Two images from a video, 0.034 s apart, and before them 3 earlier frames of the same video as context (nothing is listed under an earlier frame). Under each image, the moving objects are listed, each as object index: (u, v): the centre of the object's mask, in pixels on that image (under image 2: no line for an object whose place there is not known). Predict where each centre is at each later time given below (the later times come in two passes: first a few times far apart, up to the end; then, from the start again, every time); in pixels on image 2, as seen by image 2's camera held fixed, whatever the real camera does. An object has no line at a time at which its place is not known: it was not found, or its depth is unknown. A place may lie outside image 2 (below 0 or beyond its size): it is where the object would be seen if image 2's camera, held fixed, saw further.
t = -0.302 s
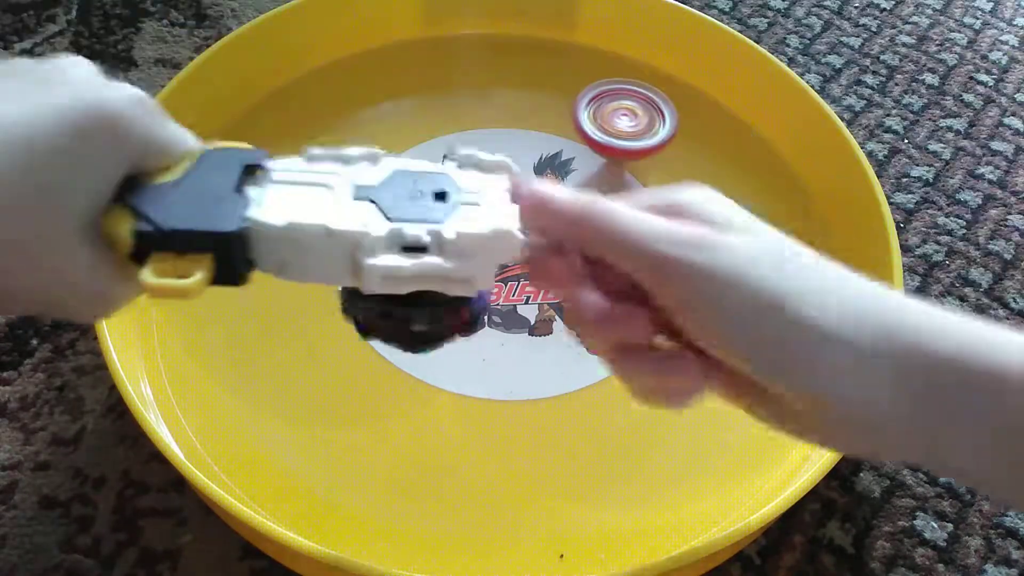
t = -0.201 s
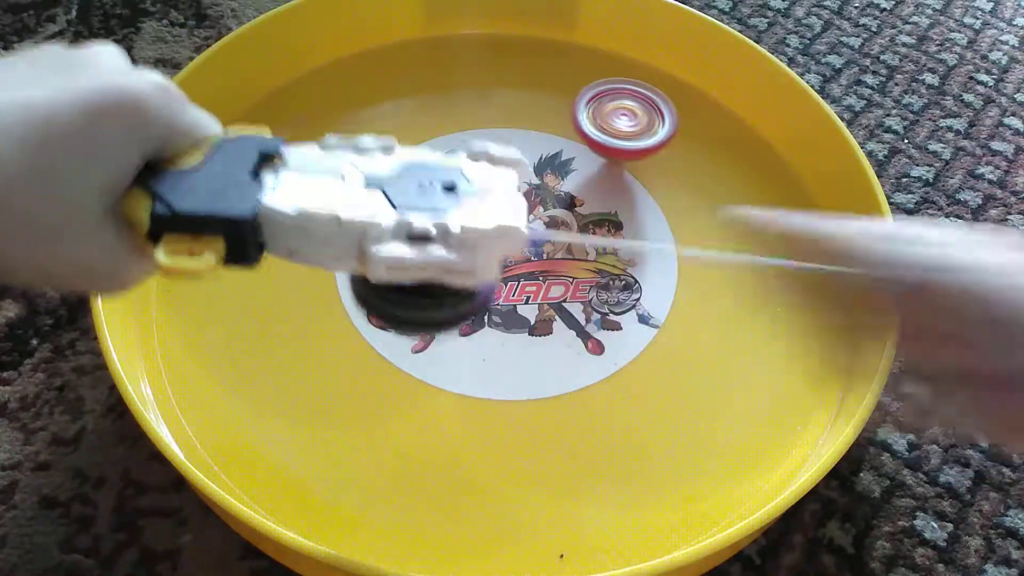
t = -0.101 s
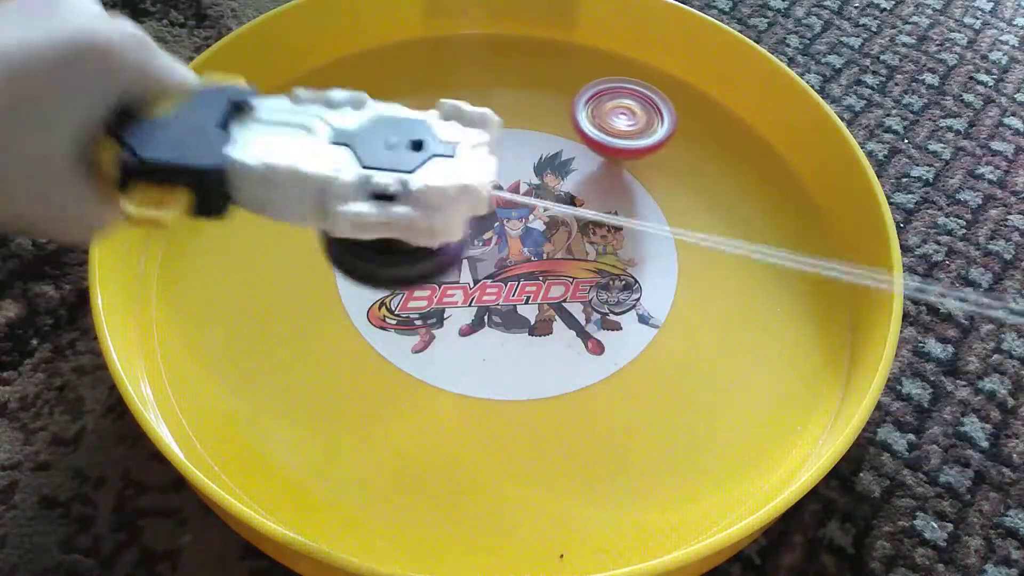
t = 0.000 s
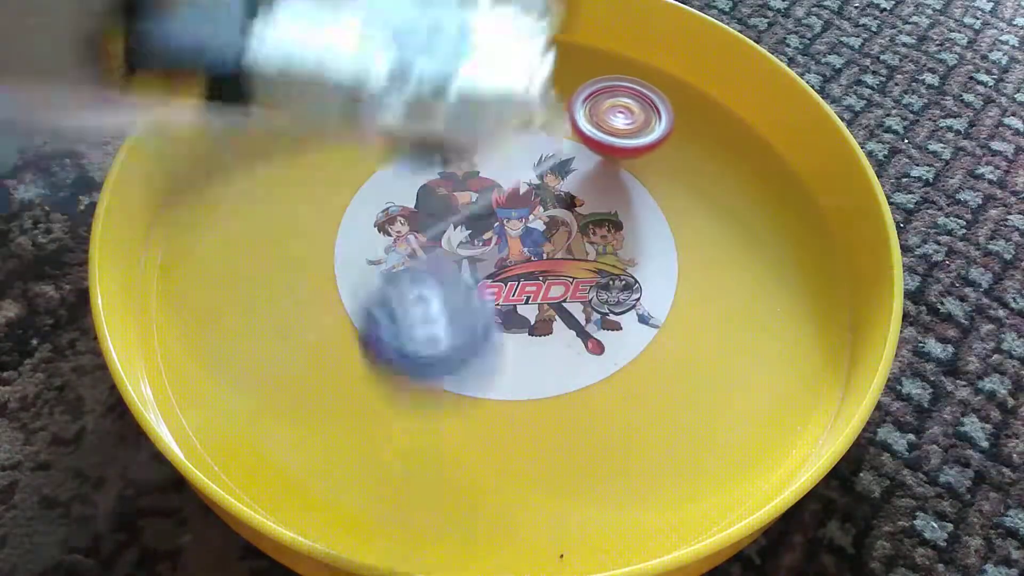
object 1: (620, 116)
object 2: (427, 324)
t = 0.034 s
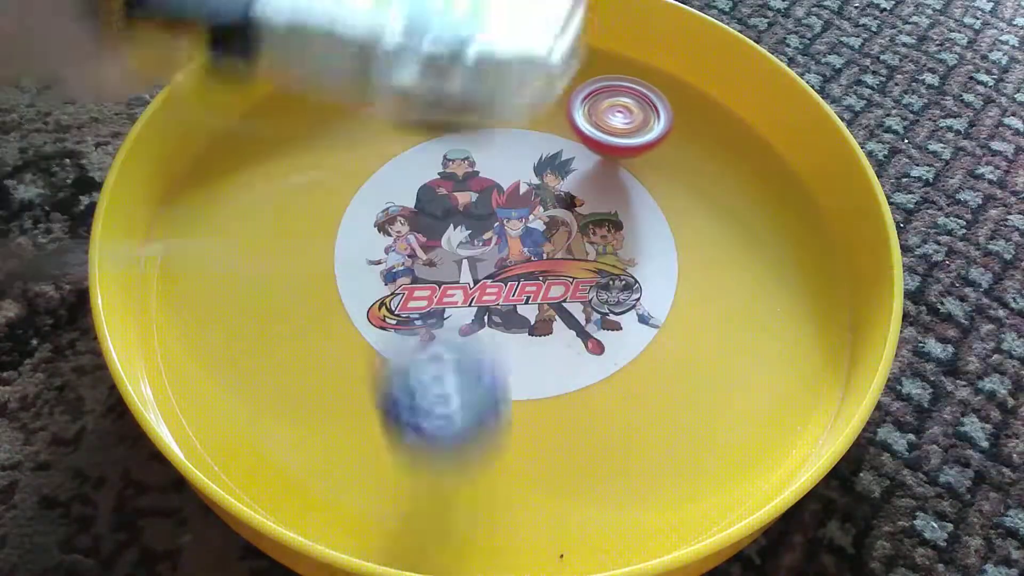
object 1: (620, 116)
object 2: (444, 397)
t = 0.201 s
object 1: (621, 116)
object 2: (470, 463)
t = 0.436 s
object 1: (624, 119)
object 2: (455, 448)
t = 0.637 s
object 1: (624, 119)
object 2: (444, 433)
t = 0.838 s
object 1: (624, 119)
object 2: (435, 417)
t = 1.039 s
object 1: (628, 122)
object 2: (431, 403)
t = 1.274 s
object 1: (636, 128)
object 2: (428, 387)
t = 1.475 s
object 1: (645, 135)
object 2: (425, 373)
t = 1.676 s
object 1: (656, 145)
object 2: (422, 359)
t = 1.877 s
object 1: (667, 158)
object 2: (398, 348)
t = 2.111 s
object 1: (679, 176)
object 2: (388, 348)
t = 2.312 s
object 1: (687, 194)
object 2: (381, 350)
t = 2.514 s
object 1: (693, 214)
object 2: (377, 354)
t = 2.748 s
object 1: (695, 240)
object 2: (376, 361)
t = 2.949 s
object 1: (691, 264)
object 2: (379, 368)
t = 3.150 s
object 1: (681, 287)
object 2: (385, 375)
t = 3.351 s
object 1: (672, 307)
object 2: (393, 383)
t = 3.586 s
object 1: (652, 325)
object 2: (404, 393)
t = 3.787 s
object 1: (629, 340)
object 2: (415, 403)
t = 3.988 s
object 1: (604, 354)
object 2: (427, 411)
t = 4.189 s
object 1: (577, 362)
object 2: (439, 418)
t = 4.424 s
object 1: (564, 366)
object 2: (429, 431)
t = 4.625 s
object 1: (550, 368)
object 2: (408, 439)
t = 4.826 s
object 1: (543, 369)
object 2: (381, 446)
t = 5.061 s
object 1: (546, 369)
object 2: (346, 459)
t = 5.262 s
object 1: (548, 369)
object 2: (326, 454)
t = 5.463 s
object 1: (550, 369)
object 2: (378, 362)
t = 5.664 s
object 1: (552, 369)
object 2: (415, 286)
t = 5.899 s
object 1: (551, 369)
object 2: (439, 208)
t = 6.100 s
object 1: (552, 369)
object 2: (441, 156)
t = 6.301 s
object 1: (551, 369)
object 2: (429, 120)
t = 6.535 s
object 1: (549, 369)
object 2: (414, 97)
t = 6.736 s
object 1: (549, 369)
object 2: (403, 88)
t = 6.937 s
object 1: (548, 369)
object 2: (395, 84)
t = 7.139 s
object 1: (548, 369)
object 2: (389, 84)
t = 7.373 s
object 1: (547, 369)
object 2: (378, 89)
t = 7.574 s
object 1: (547, 369)
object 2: (368, 98)
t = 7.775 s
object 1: (547, 369)
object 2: (354, 113)
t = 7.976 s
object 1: (546, 369)
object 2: (337, 140)
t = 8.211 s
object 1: (545, 368)
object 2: (329, 190)
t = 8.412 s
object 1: (544, 369)
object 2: (332, 239)
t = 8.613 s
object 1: (544, 369)
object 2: (346, 298)
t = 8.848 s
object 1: (541, 369)
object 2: (376, 378)
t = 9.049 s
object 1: (539, 369)
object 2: (417, 453)
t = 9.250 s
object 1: (536, 369)
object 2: (475, 504)
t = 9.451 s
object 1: (554, 345)
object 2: (512, 496)
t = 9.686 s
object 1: (578, 319)
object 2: (544, 511)
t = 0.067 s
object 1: (618, 114)
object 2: (451, 429)
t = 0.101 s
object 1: (616, 114)
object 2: (456, 430)
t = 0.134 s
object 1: (617, 115)
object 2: (461, 442)
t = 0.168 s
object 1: (619, 115)
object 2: (467, 463)
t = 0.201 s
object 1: (621, 116)
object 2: (470, 463)
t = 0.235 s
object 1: (621, 117)
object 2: (469, 463)
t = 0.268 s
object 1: (622, 117)
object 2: (466, 461)
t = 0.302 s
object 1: (623, 118)
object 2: (464, 459)
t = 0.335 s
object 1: (623, 118)
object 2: (462, 456)
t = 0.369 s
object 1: (624, 118)
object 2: (459, 453)
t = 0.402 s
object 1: (624, 119)
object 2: (457, 451)
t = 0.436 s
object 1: (624, 119)
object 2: (455, 448)
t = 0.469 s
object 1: (624, 119)
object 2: (452, 446)
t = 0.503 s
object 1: (624, 119)
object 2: (450, 443)
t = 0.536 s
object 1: (624, 119)
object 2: (449, 440)
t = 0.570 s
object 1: (624, 119)
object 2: (447, 437)
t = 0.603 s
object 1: (623, 119)
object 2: (445, 435)
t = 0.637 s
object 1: (624, 119)
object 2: (444, 433)
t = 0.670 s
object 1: (623, 119)
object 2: (442, 430)
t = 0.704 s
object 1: (623, 119)
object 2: (440, 428)
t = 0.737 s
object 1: (623, 119)
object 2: (440, 426)
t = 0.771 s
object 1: (623, 119)
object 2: (439, 423)
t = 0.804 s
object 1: (624, 119)
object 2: (438, 421)
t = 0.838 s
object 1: (624, 119)
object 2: (435, 417)
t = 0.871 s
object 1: (625, 120)
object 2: (434, 413)
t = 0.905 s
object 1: (625, 120)
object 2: (433, 411)
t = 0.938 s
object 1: (626, 120)
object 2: (432, 410)
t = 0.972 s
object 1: (627, 121)
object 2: (432, 407)
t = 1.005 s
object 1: (627, 122)
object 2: (431, 405)
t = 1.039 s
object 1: (628, 122)
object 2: (431, 403)
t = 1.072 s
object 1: (629, 123)
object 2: (431, 400)
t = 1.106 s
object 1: (630, 123)
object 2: (430, 398)
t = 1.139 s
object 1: (631, 124)
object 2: (429, 396)
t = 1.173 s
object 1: (632, 125)
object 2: (429, 394)
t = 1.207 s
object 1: (633, 126)
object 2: (429, 392)
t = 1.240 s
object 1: (634, 127)
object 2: (428, 390)
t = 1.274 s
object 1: (636, 128)
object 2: (428, 387)
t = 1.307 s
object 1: (637, 129)
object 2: (427, 385)
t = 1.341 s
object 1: (639, 130)
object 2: (427, 382)
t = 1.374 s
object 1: (640, 131)
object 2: (426, 380)
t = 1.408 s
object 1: (642, 133)
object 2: (426, 377)
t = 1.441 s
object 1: (644, 134)
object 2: (425, 375)
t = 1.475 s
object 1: (645, 135)
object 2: (425, 373)
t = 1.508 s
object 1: (647, 136)
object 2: (425, 370)
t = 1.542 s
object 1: (649, 138)
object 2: (424, 368)
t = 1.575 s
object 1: (651, 140)
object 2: (424, 366)
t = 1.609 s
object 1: (652, 141)
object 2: (423, 363)
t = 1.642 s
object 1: (654, 143)
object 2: (423, 362)
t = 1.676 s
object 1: (656, 145)
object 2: (422, 359)
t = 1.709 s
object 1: (658, 146)
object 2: (421, 357)
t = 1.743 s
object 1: (659, 149)
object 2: (419, 355)
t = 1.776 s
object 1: (661, 151)
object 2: (413, 353)
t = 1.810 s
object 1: (663, 153)
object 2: (404, 349)
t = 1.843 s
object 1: (665, 155)
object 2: (400, 347)
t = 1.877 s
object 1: (667, 158)
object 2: (398, 348)
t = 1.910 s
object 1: (669, 160)
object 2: (396, 347)
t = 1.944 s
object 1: (671, 163)
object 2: (395, 347)
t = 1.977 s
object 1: (673, 165)
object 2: (393, 347)
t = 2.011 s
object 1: (675, 168)
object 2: (392, 347)
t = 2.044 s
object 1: (676, 171)
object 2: (390, 347)
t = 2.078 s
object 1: (678, 174)
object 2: (389, 348)
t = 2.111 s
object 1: (679, 176)
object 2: (388, 348)
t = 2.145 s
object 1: (681, 179)
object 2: (387, 348)
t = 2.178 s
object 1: (682, 182)
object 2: (386, 348)
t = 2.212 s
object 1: (684, 185)
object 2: (384, 349)
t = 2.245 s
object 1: (685, 188)
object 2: (383, 349)
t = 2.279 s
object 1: (687, 191)
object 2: (382, 350)
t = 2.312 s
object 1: (687, 194)
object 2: (381, 350)
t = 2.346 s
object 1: (689, 197)
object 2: (380, 351)
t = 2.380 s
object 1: (690, 201)
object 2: (379, 351)
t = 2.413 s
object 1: (691, 204)
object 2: (378, 352)
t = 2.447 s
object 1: (692, 207)
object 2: (378, 353)
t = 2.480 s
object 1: (692, 211)
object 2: (377, 354)
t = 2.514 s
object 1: (693, 214)
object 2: (377, 354)
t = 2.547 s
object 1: (693, 218)
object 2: (376, 355)
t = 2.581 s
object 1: (694, 221)
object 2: (376, 357)
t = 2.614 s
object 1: (694, 225)
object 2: (376, 357)
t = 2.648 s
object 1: (695, 229)
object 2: (376, 358)
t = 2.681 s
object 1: (695, 232)
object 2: (376, 359)
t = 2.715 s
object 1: (694, 236)
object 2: (376, 361)
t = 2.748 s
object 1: (695, 240)
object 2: (376, 361)
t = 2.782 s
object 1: (694, 244)
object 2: (377, 362)
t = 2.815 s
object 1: (694, 247)
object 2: (377, 363)
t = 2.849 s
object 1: (693, 251)
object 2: (377, 365)
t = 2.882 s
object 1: (692, 255)
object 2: (378, 366)
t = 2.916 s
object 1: (692, 260)
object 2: (378, 367)
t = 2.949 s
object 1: (691, 264)
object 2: (379, 368)
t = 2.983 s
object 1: (689, 268)
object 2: (379, 369)
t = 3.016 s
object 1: (688, 271)
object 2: (380, 370)
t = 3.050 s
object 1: (685, 275)
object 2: (381, 371)
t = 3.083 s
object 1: (684, 279)
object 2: (382, 372)
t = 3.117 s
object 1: (683, 284)
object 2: (383, 373)
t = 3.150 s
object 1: (681, 287)
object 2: (385, 375)
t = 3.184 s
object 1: (680, 291)
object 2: (387, 377)
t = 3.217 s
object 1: (678, 295)
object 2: (387, 379)
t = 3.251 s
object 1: (677, 298)
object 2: (389, 380)
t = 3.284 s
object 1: (676, 301)
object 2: (390, 381)
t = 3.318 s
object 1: (674, 304)
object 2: (392, 382)
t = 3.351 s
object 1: (672, 307)
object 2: (393, 383)
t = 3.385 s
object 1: (671, 310)
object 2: (395, 385)
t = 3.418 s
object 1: (668, 312)
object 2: (396, 387)
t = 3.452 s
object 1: (666, 315)
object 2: (397, 388)
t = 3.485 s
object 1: (663, 318)
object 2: (399, 389)
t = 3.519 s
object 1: (659, 320)
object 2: (401, 390)
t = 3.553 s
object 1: (656, 323)
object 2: (403, 391)
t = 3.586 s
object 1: (652, 325)
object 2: (404, 393)
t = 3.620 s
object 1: (649, 328)
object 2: (406, 395)
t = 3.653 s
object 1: (645, 330)
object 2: (408, 396)
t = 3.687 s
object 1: (641, 332)
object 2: (410, 398)
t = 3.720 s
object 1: (637, 335)
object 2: (411, 400)
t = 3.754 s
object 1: (633, 337)
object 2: (413, 401)
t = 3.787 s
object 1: (629, 340)
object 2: (415, 403)
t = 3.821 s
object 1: (624, 343)
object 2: (417, 404)
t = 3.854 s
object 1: (620, 346)
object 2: (419, 406)
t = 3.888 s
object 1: (616, 349)
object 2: (420, 407)
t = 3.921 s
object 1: (612, 351)
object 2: (422, 408)
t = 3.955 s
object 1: (608, 353)
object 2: (424, 410)
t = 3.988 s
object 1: (604, 354)
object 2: (427, 411)
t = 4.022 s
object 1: (598, 356)
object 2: (429, 412)
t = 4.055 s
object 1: (594, 357)
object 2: (432, 414)
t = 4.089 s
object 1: (589, 358)
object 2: (434, 416)
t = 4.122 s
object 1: (585, 359)
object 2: (435, 417)
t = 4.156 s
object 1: (581, 360)
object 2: (436, 418)
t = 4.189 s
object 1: (577, 362)
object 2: (439, 418)
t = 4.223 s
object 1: (572, 364)
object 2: (443, 419)
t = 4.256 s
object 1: (570, 364)
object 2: (443, 421)
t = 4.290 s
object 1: (569, 365)
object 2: (440, 424)
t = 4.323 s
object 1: (568, 366)
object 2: (438, 426)
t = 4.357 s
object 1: (566, 366)
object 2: (435, 427)
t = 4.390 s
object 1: (565, 366)
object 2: (432, 429)
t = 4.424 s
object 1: (564, 366)
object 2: (429, 431)
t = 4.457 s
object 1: (562, 366)
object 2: (426, 432)
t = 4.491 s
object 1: (559, 367)
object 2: (422, 433)
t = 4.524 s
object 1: (557, 368)
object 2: (419, 435)
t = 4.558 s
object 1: (555, 368)
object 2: (415, 436)
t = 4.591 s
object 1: (552, 368)
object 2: (412, 437)
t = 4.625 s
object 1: (550, 368)
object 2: (408, 439)
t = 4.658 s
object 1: (549, 369)
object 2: (403, 440)
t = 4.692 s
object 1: (547, 369)
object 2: (399, 441)
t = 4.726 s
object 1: (545, 369)
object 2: (395, 442)
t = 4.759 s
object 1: (544, 369)
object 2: (391, 443)
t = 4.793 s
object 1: (543, 369)
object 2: (386, 445)
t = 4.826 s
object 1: (543, 369)
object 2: (381, 446)
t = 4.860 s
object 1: (543, 370)
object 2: (377, 448)
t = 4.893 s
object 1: (543, 369)
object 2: (372, 450)
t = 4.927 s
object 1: (544, 369)
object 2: (367, 451)
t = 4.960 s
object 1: (545, 369)
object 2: (361, 453)
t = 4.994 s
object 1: (545, 369)
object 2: (356, 455)
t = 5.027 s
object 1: (545, 369)
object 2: (351, 457)
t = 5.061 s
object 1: (546, 369)
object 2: (346, 459)
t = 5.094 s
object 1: (547, 369)
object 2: (340, 461)
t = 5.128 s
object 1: (547, 369)
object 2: (334, 463)
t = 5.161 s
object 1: (547, 369)
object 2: (329, 466)
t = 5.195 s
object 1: (547, 369)
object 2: (323, 468)
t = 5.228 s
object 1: (548, 369)
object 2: (318, 470)
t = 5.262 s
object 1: (548, 369)
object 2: (326, 454)
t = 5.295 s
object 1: (549, 369)
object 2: (337, 436)
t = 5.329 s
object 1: (549, 369)
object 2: (346, 420)
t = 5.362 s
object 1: (549, 369)
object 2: (354, 404)
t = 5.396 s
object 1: (550, 369)
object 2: (362, 389)
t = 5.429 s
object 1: (550, 369)
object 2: (370, 376)
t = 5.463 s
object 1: (550, 369)
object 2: (378, 362)
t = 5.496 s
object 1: (551, 369)
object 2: (385, 349)
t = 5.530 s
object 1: (551, 369)
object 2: (391, 336)
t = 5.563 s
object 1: (551, 369)
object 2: (398, 323)
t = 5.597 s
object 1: (551, 369)
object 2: (404, 311)
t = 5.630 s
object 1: (552, 369)
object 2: (410, 298)
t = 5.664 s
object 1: (552, 369)
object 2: (415, 286)
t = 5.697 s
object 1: (551, 369)
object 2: (421, 274)
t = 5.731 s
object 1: (552, 369)
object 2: (424, 262)
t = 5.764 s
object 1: (551, 369)
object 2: (428, 251)
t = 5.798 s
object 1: (552, 369)
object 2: (431, 240)
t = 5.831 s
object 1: (551, 369)
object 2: (434, 230)
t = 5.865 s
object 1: (551, 369)
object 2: (436, 218)
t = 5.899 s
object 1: (551, 369)
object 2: (439, 208)
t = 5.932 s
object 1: (551, 369)
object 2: (440, 199)
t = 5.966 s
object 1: (552, 369)
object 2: (441, 189)
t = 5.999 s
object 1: (551, 369)
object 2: (442, 180)
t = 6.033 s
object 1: (552, 368)
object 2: (443, 172)
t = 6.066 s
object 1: (551, 369)
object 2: (443, 163)
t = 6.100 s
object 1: (552, 369)
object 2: (441, 156)
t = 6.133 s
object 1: (552, 369)
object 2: (440, 148)
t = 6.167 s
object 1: (551, 369)
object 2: (438, 142)
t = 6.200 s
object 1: (551, 369)
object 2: (436, 135)
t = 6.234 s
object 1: (551, 368)
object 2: (434, 130)
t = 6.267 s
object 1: (551, 369)
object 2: (432, 125)
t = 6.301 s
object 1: (551, 369)
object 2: (429, 120)
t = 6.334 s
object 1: (550, 369)
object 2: (427, 116)
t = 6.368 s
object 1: (550, 369)
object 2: (425, 112)
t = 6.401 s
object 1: (550, 369)
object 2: (423, 109)
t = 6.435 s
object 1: (550, 369)
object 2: (420, 106)
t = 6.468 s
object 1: (550, 369)
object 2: (419, 103)
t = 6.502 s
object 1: (549, 369)
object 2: (417, 100)
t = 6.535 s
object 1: (549, 369)
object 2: (414, 97)
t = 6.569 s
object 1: (549, 369)
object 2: (413, 95)
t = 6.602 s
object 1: (549, 369)
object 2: (411, 94)
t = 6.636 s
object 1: (549, 369)
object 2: (408, 91)
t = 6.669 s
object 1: (548, 369)
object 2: (406, 90)
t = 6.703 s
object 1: (548, 368)
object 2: (405, 89)
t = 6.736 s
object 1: (549, 369)
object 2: (403, 88)
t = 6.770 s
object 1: (549, 369)
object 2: (401, 87)
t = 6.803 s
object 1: (548, 369)
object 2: (400, 87)
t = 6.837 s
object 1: (548, 368)
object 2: (398, 87)
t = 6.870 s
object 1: (548, 368)
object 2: (397, 86)
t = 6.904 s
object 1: (549, 369)
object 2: (396, 85)
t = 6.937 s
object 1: (548, 369)
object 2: (395, 84)
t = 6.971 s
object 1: (548, 369)
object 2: (393, 84)
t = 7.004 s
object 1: (548, 369)
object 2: (392, 84)
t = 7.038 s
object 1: (548, 368)
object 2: (392, 84)
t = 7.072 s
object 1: (548, 368)
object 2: (390, 84)
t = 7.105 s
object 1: (548, 369)
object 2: (389, 84)
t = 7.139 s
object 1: (548, 369)
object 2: (389, 84)
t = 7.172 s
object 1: (548, 369)
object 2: (387, 85)
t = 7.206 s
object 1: (548, 369)
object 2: (386, 85)
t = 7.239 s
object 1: (547, 368)
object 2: (384, 85)
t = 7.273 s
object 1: (547, 368)
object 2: (383, 86)
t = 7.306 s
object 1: (547, 369)
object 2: (381, 87)
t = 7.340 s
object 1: (547, 369)
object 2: (379, 88)
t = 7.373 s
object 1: (547, 369)
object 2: (378, 89)
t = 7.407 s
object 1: (547, 369)
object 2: (377, 90)
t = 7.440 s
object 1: (547, 369)
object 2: (375, 91)
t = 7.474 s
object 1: (547, 369)
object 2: (374, 93)
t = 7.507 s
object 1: (547, 369)
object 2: (372, 94)
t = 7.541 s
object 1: (547, 369)
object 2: (371, 96)
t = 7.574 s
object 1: (547, 369)
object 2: (368, 98)
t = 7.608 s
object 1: (547, 369)
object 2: (367, 100)
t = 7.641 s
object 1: (547, 369)
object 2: (364, 102)
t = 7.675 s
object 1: (547, 369)
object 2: (362, 104)
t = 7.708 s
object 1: (547, 369)
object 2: (360, 107)
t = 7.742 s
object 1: (547, 369)
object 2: (357, 110)
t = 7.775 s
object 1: (547, 369)
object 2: (354, 113)
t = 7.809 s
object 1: (547, 369)
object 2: (352, 116)
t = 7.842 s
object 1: (547, 369)
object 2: (349, 120)
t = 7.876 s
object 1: (547, 369)
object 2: (345, 124)
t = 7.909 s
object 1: (547, 369)
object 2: (342, 129)
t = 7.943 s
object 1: (546, 368)
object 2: (339, 134)
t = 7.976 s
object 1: (546, 369)
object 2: (337, 140)
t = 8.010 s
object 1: (546, 368)
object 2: (334, 146)
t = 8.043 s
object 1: (546, 368)
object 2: (332, 153)
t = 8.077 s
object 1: (546, 368)
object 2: (331, 160)
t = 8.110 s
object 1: (546, 368)
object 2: (330, 167)
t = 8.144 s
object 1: (546, 368)
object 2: (329, 175)
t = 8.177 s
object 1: (546, 368)
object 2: (329, 183)
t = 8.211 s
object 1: (545, 368)
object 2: (329, 190)
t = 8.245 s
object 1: (545, 368)
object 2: (329, 195)
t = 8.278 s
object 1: (545, 368)
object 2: (329, 203)
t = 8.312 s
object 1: (545, 368)
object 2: (329, 211)
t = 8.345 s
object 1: (544, 368)
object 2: (330, 220)
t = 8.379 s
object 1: (544, 369)
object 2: (331, 229)
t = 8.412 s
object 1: (544, 369)
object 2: (332, 239)
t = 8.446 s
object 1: (544, 369)
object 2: (334, 248)
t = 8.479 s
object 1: (544, 369)
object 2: (335, 258)
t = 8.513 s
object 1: (544, 369)
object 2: (339, 269)
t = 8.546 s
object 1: (544, 369)
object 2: (342, 279)
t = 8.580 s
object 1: (544, 369)
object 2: (344, 288)
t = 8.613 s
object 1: (544, 369)
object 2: (346, 298)
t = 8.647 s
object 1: (543, 369)
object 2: (347, 309)
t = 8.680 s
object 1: (543, 369)
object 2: (351, 320)
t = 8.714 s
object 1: (543, 369)
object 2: (355, 331)
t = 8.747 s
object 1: (543, 369)
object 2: (359, 342)
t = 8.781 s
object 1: (542, 369)
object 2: (365, 355)
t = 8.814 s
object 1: (542, 369)
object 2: (370, 366)
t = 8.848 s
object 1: (541, 369)
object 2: (376, 378)
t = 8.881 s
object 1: (540, 369)
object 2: (382, 391)
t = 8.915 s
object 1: (540, 369)
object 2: (388, 403)
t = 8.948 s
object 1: (540, 369)
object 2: (395, 415)
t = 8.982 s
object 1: (539, 369)
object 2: (402, 427)
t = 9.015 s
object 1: (539, 369)
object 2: (410, 440)
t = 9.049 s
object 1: (539, 369)
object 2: (417, 453)
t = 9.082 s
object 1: (539, 369)
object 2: (425, 467)
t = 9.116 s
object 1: (538, 369)
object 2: (433, 480)
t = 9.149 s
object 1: (537, 369)
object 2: (441, 494)
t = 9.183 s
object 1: (537, 369)
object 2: (449, 507)
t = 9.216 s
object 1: (536, 369)
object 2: (461, 513)
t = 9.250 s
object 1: (536, 369)
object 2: (475, 504)
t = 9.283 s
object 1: (536, 369)
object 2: (486, 495)
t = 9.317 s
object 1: (541, 364)
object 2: (493, 494)
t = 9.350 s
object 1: (544, 359)
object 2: (498, 494)
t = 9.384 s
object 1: (548, 354)
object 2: (502, 494)
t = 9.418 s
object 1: (551, 349)
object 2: (508, 494)
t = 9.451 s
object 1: (554, 345)
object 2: (512, 496)
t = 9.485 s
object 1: (557, 340)
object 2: (516, 497)
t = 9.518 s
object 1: (559, 336)
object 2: (521, 499)
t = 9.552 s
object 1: (563, 332)
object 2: (527, 501)
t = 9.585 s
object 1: (567, 328)
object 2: (530, 503)
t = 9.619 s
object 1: (570, 325)
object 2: (535, 506)
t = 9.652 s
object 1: (574, 322)
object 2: (540, 509)
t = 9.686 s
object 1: (578, 319)
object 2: (544, 511)
